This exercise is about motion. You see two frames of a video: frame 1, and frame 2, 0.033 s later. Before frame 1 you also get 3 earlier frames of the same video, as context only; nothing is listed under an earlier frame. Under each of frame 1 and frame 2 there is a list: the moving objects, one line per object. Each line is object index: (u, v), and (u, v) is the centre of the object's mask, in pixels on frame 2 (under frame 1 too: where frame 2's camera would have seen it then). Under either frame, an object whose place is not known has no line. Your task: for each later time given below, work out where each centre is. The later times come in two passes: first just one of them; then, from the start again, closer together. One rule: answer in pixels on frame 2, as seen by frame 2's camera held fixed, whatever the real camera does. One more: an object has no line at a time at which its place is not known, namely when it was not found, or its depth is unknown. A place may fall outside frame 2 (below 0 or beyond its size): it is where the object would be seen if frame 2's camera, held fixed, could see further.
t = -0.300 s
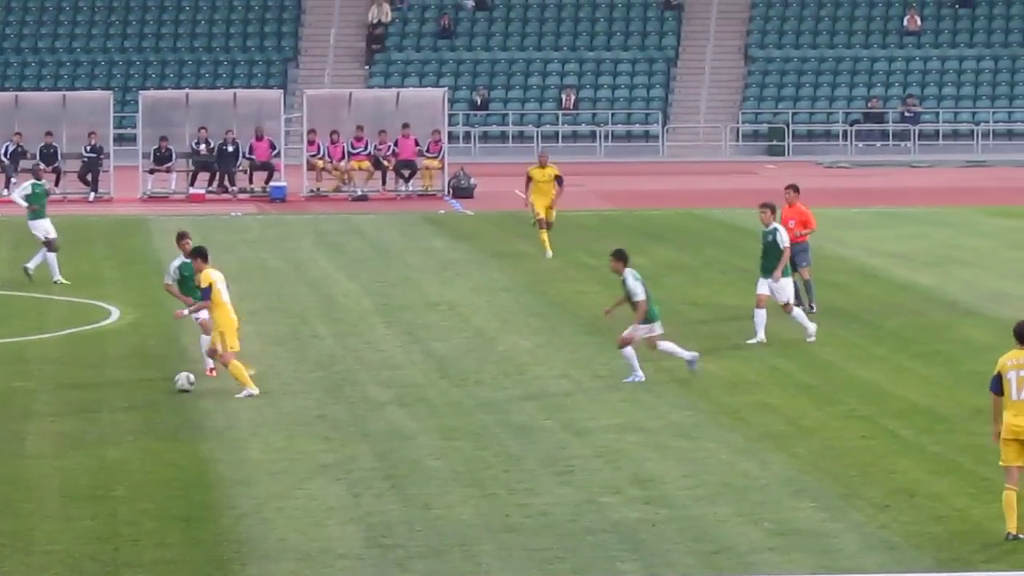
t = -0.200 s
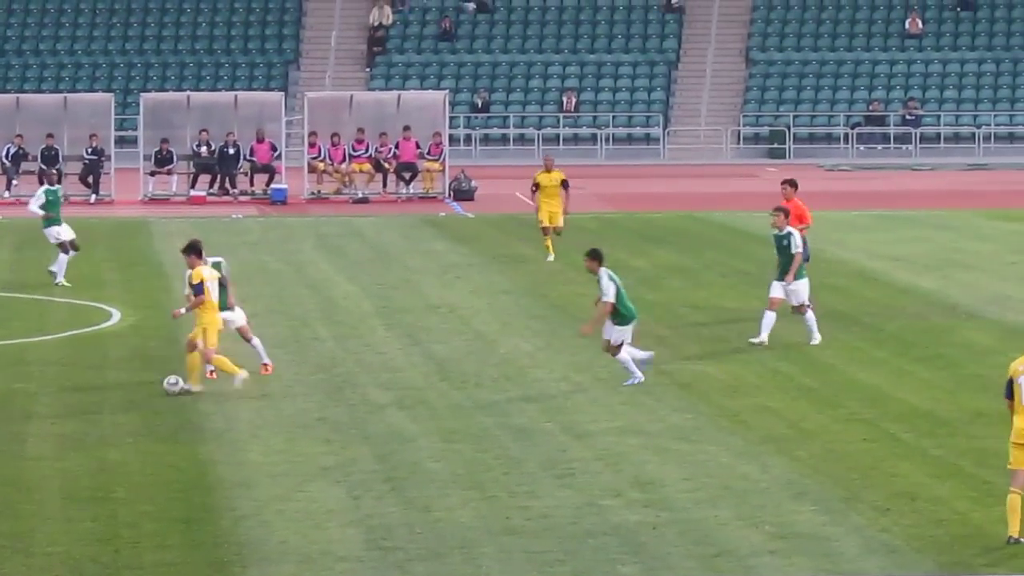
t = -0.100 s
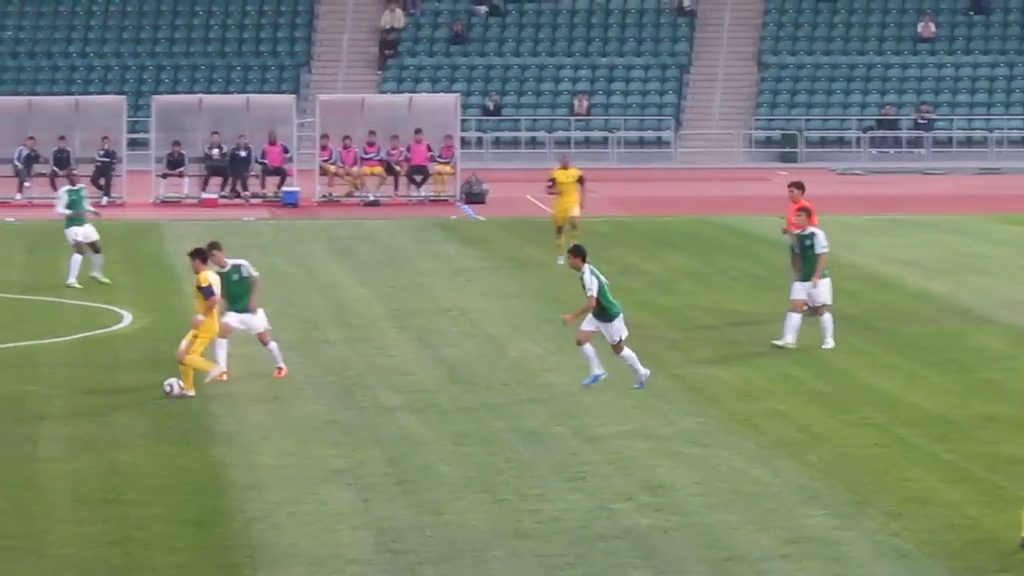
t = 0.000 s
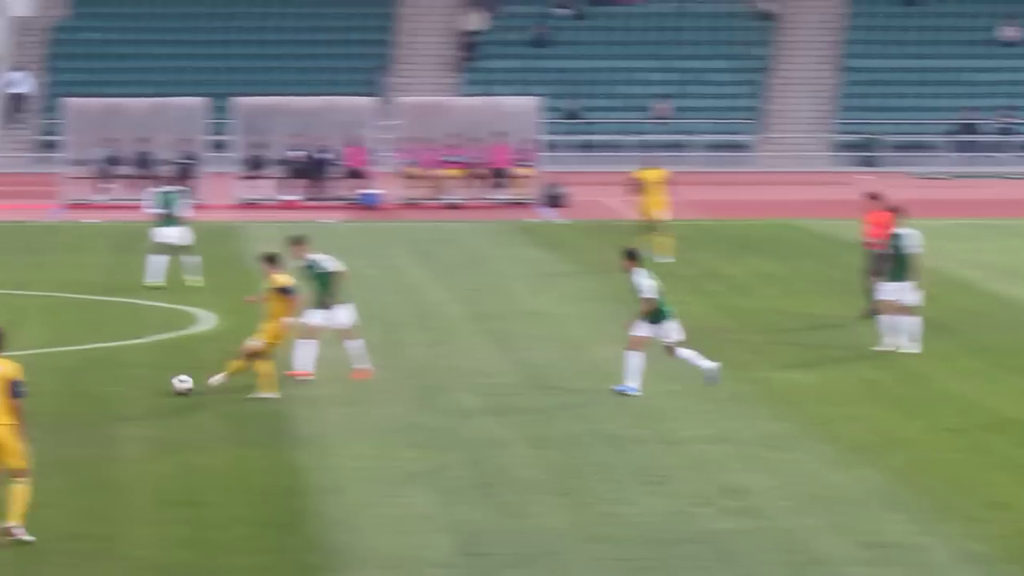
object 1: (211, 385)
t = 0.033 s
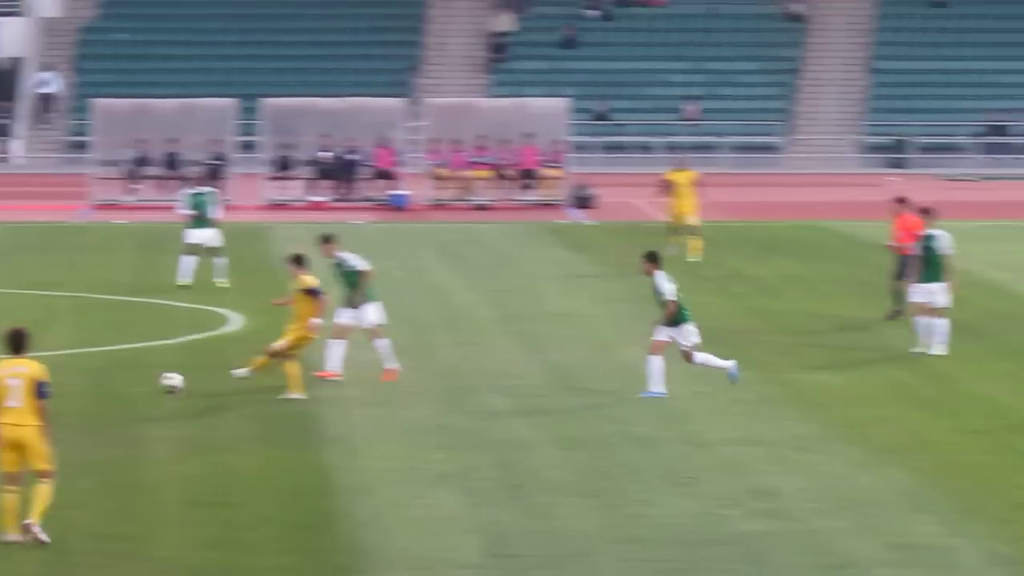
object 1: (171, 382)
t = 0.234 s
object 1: (-41, 367)
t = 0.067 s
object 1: (133, 379)
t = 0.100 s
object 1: (96, 377)
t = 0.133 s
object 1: (60, 375)
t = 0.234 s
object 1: (-41, 367)
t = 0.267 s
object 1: (-72, 366)
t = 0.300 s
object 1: (-104, 364)
